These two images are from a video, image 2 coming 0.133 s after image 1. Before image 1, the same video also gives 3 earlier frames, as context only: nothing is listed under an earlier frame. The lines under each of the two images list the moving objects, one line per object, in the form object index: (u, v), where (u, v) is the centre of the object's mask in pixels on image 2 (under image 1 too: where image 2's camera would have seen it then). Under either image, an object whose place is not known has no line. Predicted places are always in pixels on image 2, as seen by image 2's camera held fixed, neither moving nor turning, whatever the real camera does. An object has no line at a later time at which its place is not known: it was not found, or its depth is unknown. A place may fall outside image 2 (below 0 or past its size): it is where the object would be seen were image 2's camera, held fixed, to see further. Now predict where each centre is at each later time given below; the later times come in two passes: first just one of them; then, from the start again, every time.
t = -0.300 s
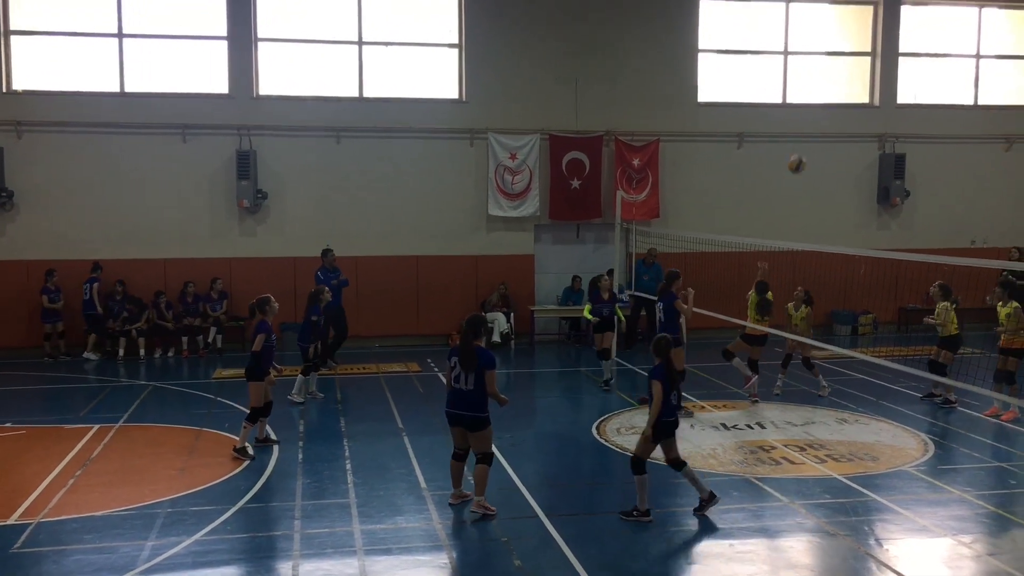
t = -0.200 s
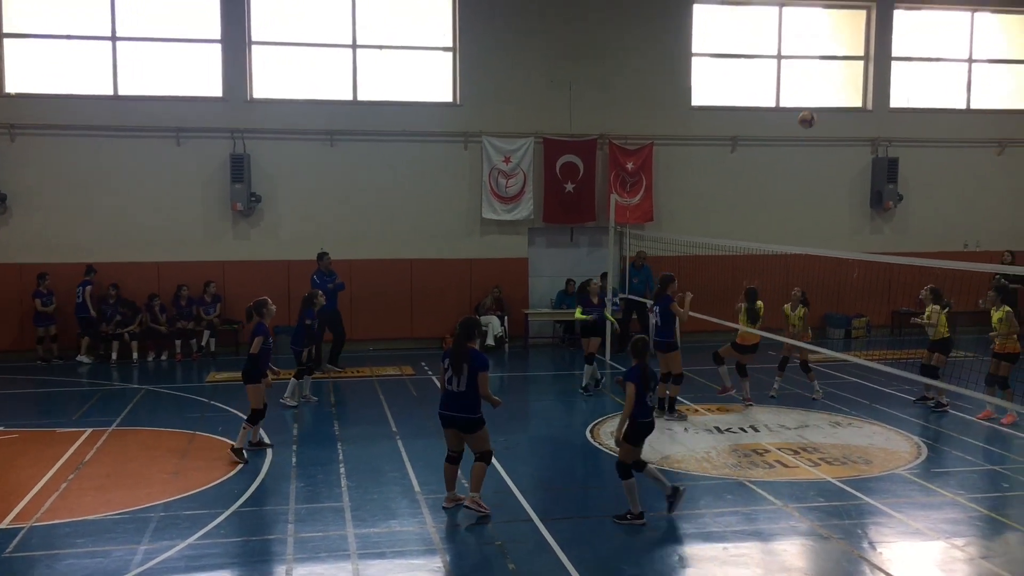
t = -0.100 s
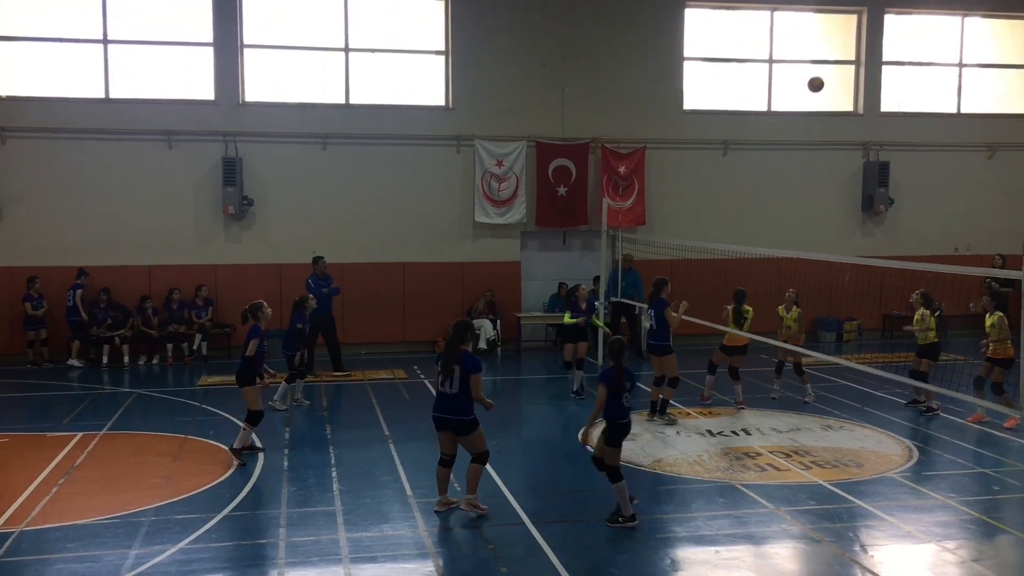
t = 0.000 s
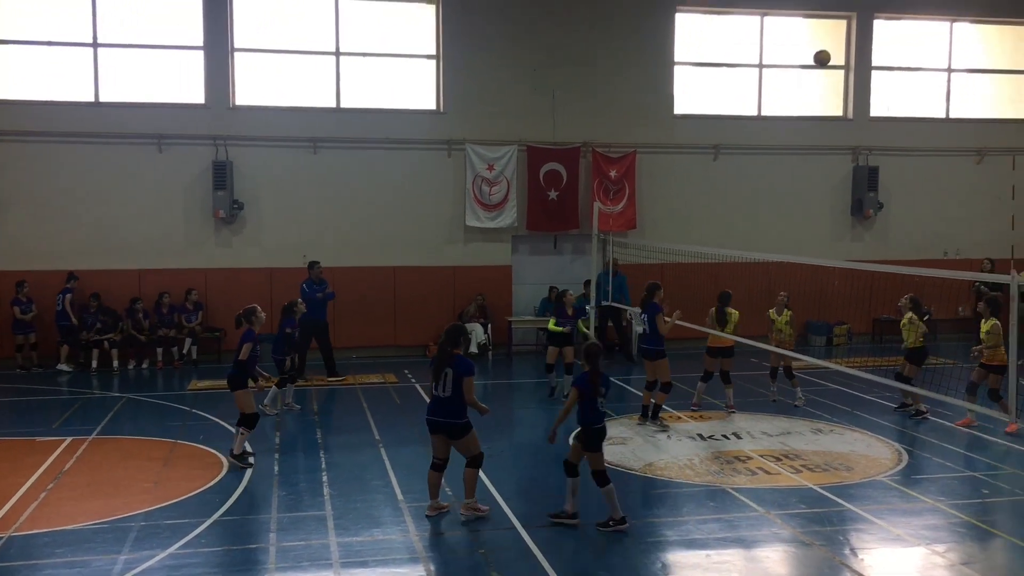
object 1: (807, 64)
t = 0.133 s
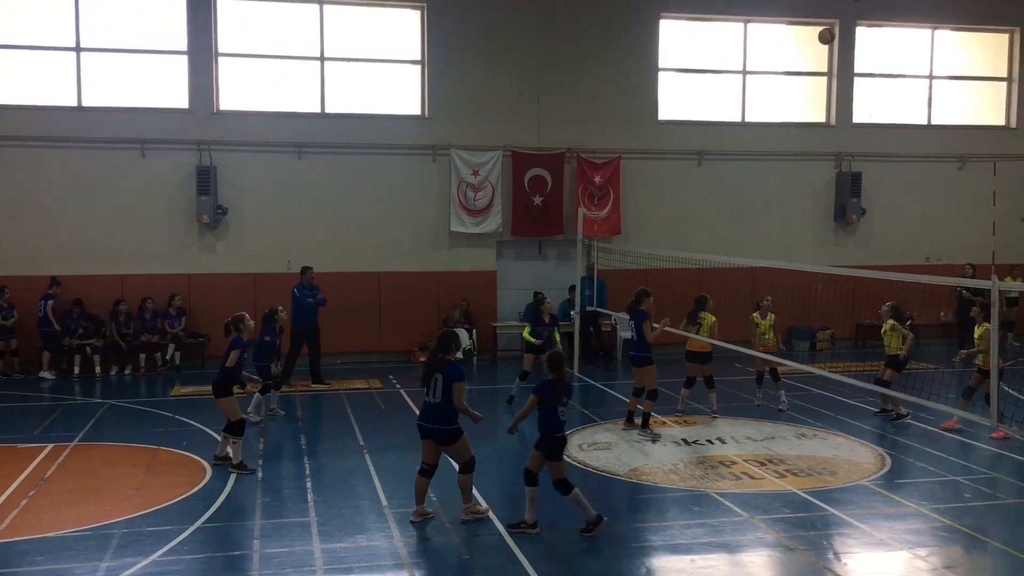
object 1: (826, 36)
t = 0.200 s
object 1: (837, 28)
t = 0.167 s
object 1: (831, 32)
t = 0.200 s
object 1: (837, 28)
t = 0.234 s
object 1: (841, 25)
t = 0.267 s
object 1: (846, 22)
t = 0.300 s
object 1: (851, 21)
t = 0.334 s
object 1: (856, 21)
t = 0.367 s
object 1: (861, 21)
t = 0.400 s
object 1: (866, 23)
